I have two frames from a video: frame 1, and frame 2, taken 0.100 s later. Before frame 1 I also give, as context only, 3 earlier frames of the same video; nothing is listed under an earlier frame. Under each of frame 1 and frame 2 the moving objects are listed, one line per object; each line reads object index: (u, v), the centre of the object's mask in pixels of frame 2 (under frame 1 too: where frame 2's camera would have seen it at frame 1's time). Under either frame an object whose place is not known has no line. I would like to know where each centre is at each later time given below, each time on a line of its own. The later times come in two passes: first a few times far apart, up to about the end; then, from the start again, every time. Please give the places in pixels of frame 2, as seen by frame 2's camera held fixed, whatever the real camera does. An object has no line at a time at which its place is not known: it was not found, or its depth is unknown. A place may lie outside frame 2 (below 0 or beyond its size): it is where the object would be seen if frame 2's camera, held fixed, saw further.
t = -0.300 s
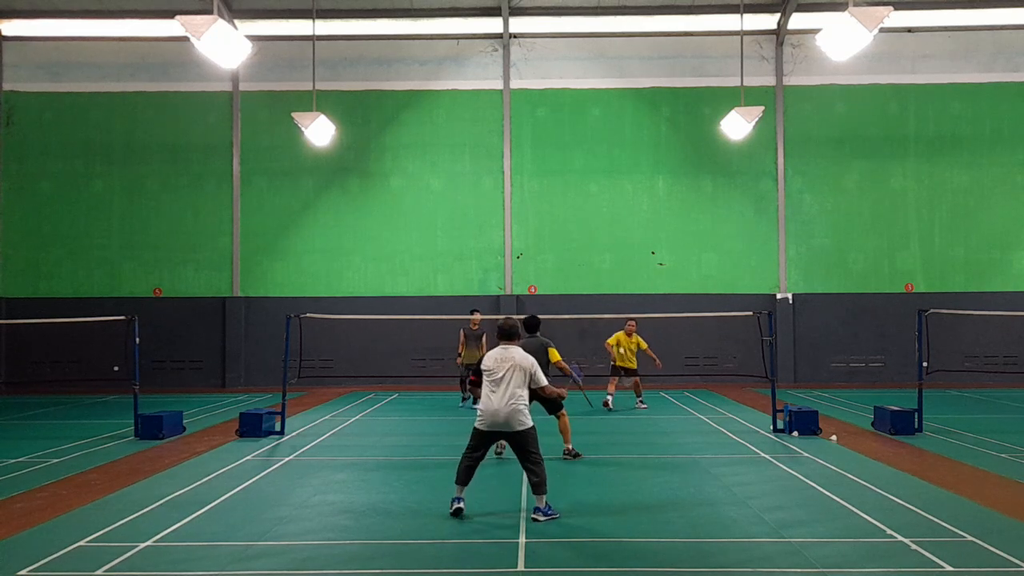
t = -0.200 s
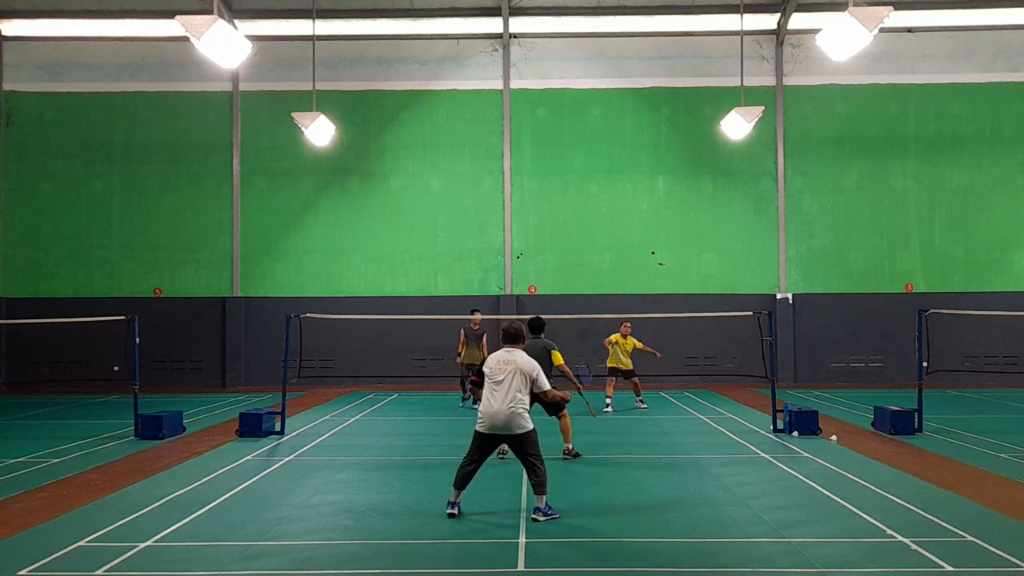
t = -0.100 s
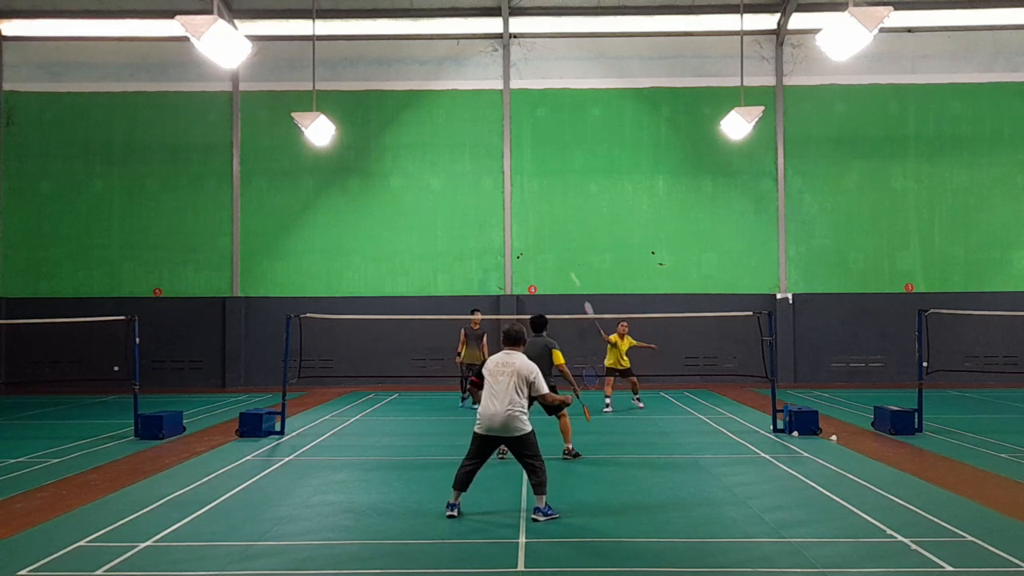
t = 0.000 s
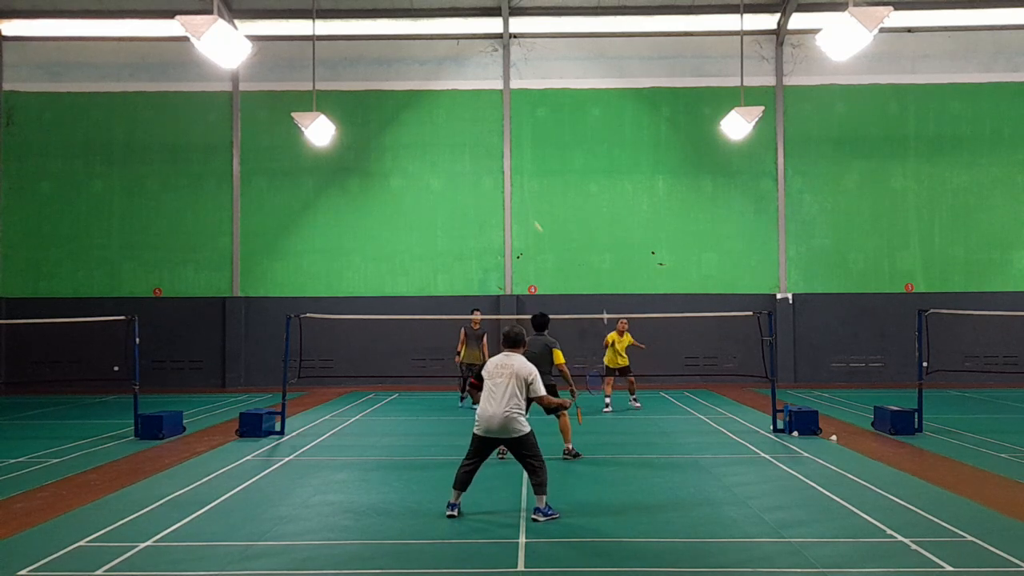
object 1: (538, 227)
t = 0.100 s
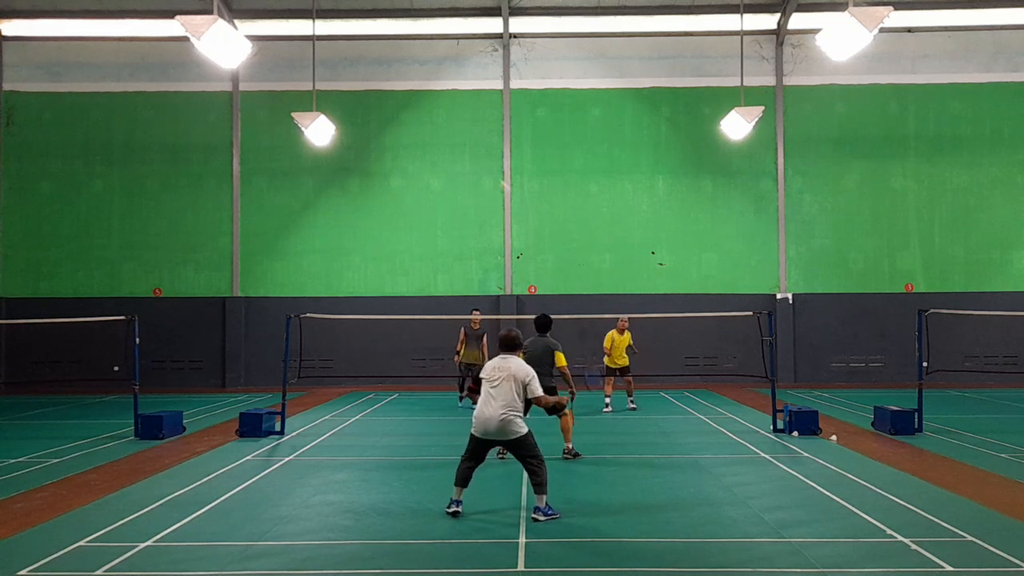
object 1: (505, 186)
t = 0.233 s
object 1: (463, 148)
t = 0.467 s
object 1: (395, 123)
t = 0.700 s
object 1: (328, 157)
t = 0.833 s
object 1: (291, 206)
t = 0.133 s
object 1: (494, 174)
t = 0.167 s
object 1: (484, 165)
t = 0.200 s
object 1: (473, 156)
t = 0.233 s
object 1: (463, 148)
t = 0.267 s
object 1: (454, 141)
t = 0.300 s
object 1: (444, 135)
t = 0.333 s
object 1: (434, 131)
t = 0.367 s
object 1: (424, 127)
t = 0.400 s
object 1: (414, 124)
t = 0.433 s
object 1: (405, 123)
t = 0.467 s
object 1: (395, 123)
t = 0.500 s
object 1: (386, 124)
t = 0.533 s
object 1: (376, 127)
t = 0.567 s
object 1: (367, 130)
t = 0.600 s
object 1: (357, 135)
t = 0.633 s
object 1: (347, 141)
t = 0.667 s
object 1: (338, 148)
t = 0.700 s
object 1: (328, 157)
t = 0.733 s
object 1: (319, 167)
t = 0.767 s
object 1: (309, 179)
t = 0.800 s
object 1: (300, 191)
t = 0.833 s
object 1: (291, 206)
